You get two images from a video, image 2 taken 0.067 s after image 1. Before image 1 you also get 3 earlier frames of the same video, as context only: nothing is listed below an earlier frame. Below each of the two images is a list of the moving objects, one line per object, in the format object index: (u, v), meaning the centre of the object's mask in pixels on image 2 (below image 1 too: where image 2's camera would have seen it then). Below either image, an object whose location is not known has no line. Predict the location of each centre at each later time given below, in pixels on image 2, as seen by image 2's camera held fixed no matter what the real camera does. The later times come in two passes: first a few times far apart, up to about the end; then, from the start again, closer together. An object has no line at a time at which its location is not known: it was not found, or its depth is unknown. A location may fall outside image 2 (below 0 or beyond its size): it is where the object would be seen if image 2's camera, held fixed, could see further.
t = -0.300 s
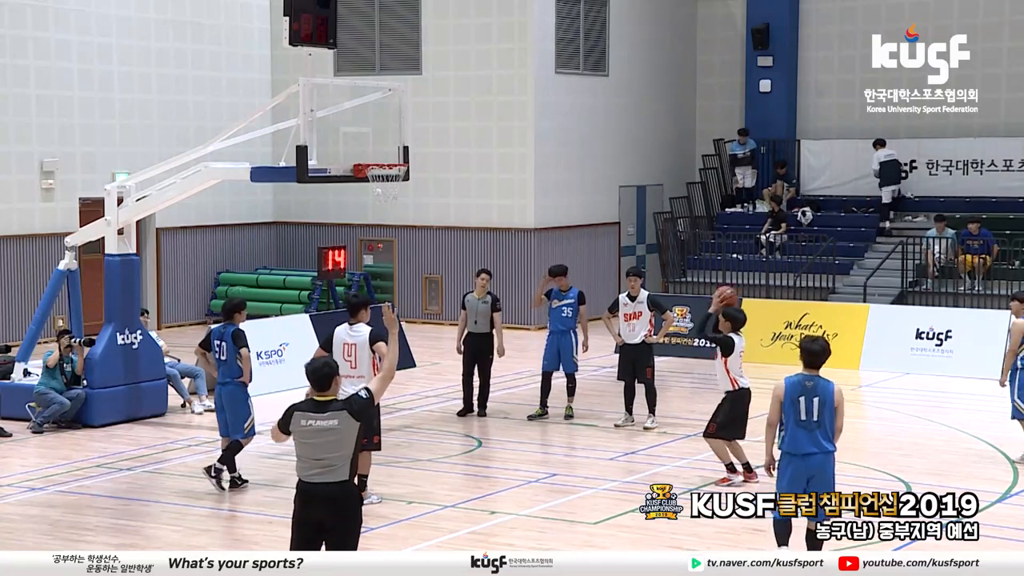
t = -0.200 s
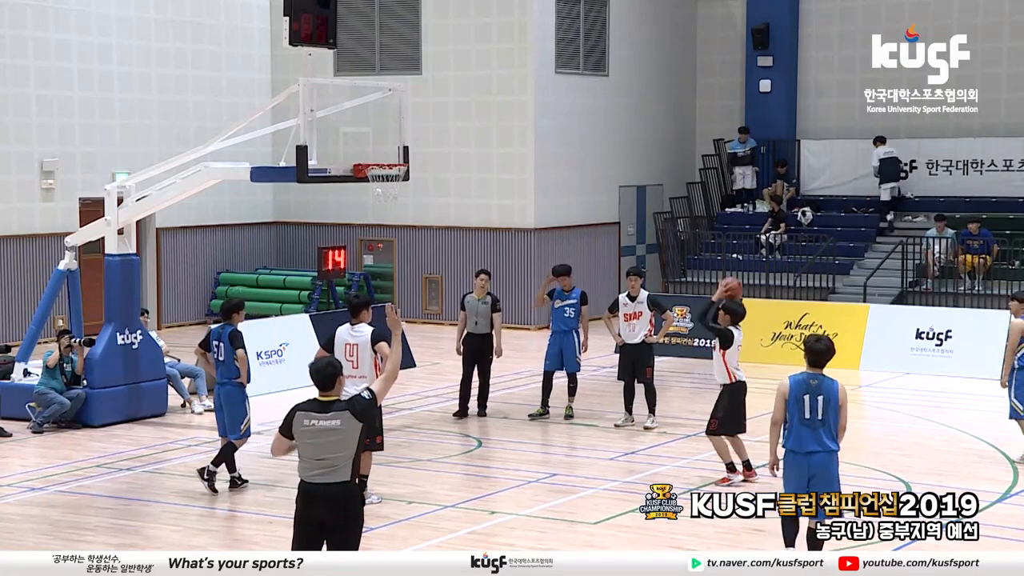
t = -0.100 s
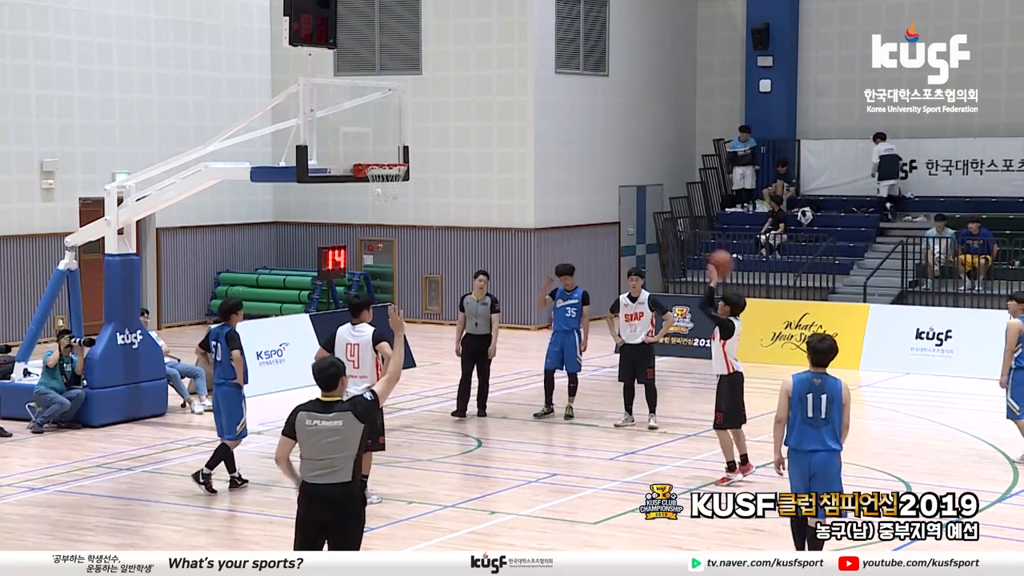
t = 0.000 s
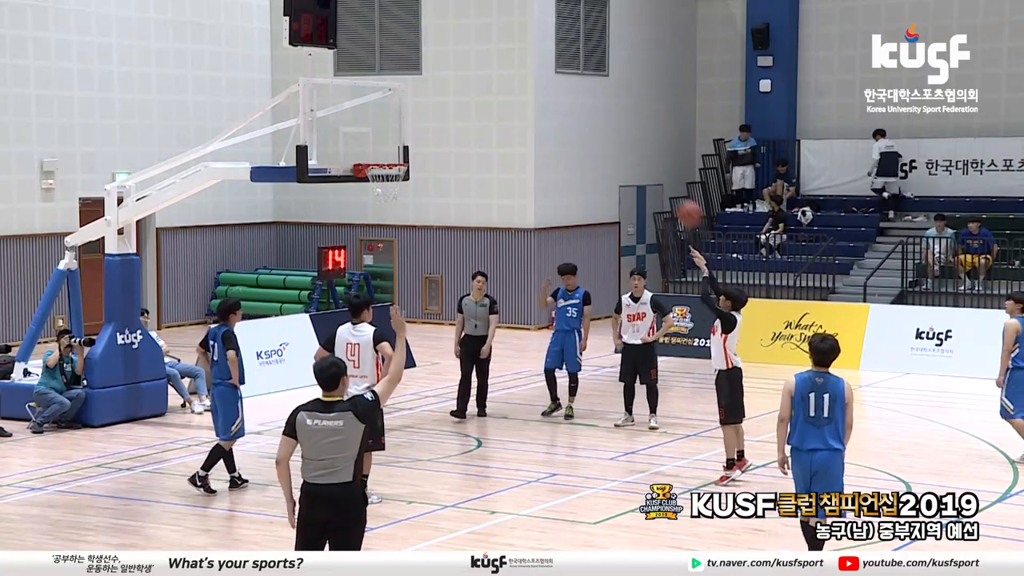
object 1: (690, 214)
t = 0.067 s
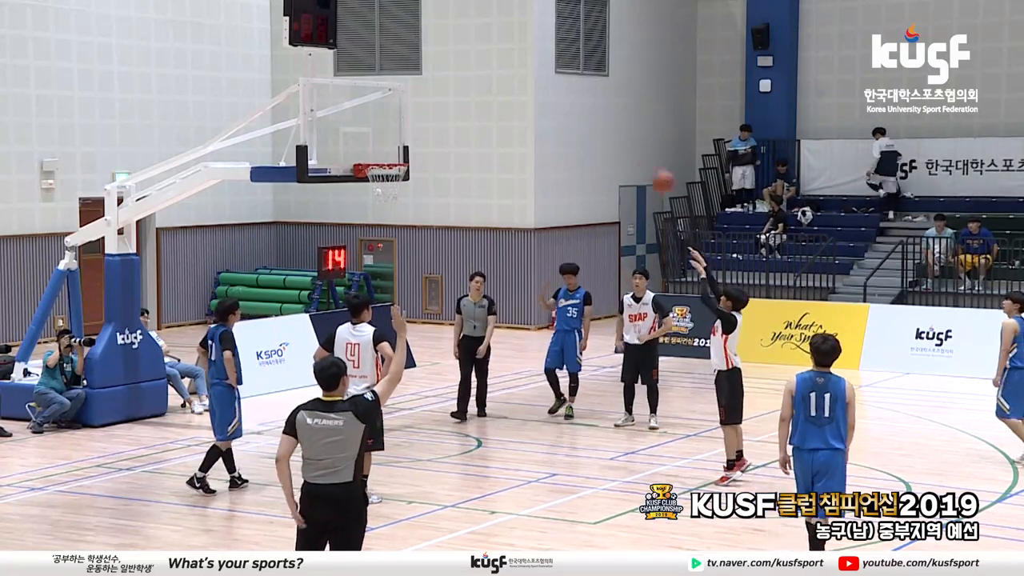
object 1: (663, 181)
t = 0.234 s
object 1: (601, 126)
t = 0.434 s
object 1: (530, 95)
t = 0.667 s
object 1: (453, 105)
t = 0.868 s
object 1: (391, 152)
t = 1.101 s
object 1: (372, 117)
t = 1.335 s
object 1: (382, 124)
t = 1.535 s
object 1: (386, 148)
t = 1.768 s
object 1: (381, 153)
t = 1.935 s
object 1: (379, 188)
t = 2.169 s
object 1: (375, 280)
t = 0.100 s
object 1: (650, 168)
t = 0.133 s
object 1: (638, 156)
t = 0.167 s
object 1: (626, 145)
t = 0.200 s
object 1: (613, 135)
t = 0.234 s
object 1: (601, 126)
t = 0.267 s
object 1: (589, 118)
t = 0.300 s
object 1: (577, 111)
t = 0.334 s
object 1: (566, 105)
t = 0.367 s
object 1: (553, 101)
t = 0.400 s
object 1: (542, 97)
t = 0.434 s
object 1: (530, 95)
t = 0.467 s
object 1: (519, 93)
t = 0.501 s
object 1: (508, 93)
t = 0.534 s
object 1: (497, 93)
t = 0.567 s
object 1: (485, 95)
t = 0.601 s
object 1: (474, 97)
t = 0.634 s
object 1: (464, 101)
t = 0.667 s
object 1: (453, 105)
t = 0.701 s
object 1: (442, 111)
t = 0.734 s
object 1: (432, 118)
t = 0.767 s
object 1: (422, 125)
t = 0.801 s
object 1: (412, 133)
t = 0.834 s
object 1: (401, 142)
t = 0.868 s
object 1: (391, 152)
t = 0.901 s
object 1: (385, 148)
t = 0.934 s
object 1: (380, 141)
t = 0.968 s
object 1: (376, 134)
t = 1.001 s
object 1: (370, 129)
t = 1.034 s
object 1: (370, 124)
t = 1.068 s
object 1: (371, 120)
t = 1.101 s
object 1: (372, 117)
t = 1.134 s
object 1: (374, 115)
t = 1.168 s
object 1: (375, 114)
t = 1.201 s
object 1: (376, 115)
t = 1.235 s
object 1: (378, 116)
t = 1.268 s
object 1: (379, 117)
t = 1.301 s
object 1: (380, 120)
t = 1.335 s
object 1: (382, 124)
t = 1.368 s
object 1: (383, 129)
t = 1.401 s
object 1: (384, 135)
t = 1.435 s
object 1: (385, 142)
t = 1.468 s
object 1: (386, 150)
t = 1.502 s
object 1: (386, 151)
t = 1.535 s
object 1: (386, 148)
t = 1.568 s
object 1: (385, 145)
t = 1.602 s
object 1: (385, 144)
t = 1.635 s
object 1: (384, 144)
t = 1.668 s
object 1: (384, 145)
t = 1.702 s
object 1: (383, 146)
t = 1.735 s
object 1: (382, 149)
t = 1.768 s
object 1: (381, 153)
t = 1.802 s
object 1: (381, 157)
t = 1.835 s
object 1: (381, 163)
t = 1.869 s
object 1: (380, 171)
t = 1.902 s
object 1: (380, 179)
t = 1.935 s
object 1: (379, 188)
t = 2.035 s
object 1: (378, 219)
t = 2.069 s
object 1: (377, 233)
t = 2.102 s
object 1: (376, 248)
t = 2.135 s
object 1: (376, 266)
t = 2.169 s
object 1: (375, 280)
